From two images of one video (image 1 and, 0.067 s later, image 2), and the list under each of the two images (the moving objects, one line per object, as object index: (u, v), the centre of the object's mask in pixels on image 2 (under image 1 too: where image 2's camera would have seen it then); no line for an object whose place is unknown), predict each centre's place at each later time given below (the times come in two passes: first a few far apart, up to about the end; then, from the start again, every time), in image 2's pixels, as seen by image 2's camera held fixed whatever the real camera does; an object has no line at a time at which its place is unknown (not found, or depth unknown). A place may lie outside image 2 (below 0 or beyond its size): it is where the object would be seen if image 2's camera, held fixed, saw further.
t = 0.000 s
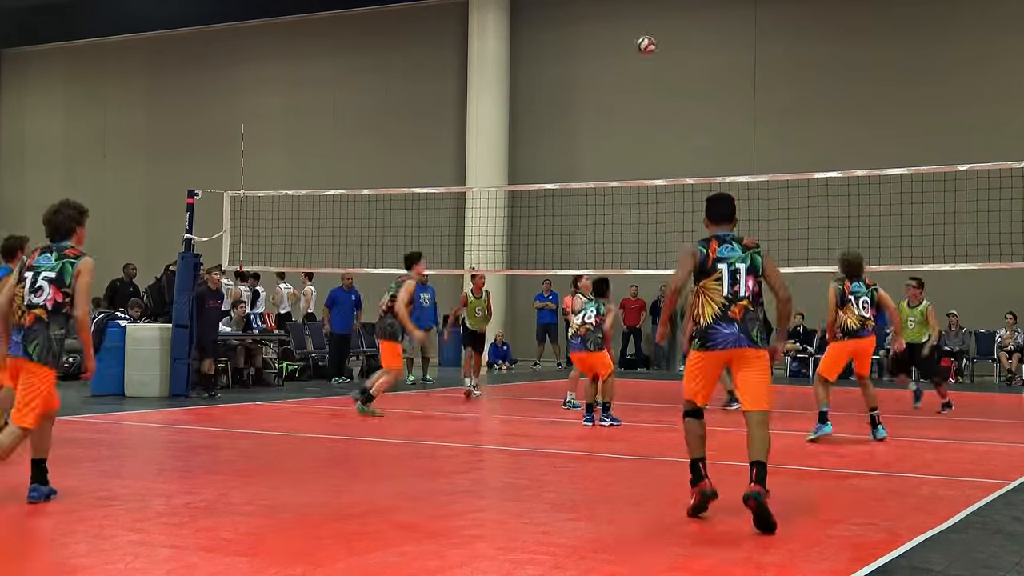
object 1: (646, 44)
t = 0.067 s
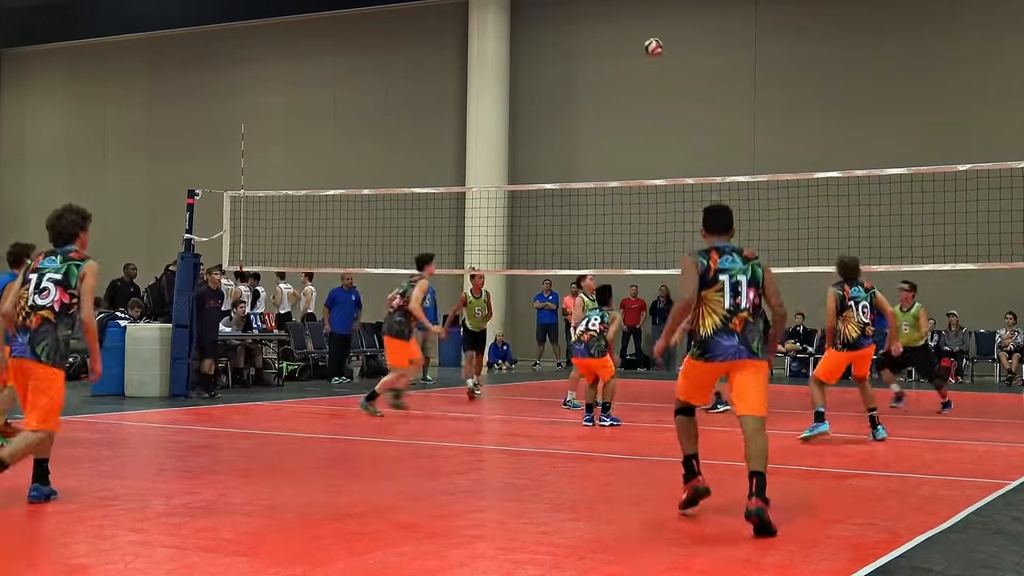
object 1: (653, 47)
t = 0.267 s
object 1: (674, 74)
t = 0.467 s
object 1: (695, 134)
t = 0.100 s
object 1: (657, 48)
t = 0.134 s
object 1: (661, 52)
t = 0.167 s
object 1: (664, 55)
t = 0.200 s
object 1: (667, 61)
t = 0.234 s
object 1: (671, 67)
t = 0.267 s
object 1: (674, 74)
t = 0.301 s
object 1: (678, 82)
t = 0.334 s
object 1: (681, 91)
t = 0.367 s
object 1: (685, 100)
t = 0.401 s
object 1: (688, 111)
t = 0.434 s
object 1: (692, 123)
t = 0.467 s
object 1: (695, 134)
